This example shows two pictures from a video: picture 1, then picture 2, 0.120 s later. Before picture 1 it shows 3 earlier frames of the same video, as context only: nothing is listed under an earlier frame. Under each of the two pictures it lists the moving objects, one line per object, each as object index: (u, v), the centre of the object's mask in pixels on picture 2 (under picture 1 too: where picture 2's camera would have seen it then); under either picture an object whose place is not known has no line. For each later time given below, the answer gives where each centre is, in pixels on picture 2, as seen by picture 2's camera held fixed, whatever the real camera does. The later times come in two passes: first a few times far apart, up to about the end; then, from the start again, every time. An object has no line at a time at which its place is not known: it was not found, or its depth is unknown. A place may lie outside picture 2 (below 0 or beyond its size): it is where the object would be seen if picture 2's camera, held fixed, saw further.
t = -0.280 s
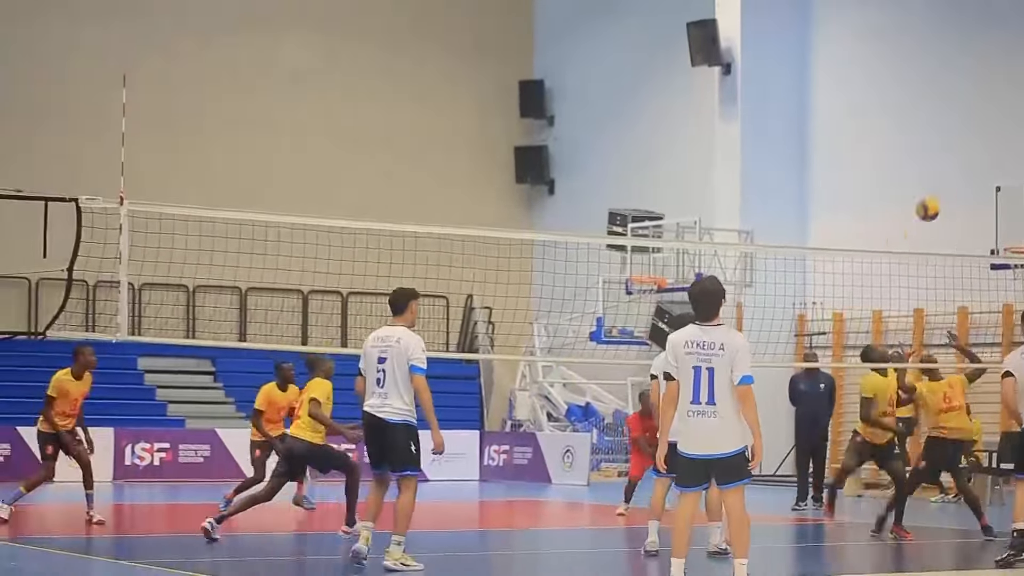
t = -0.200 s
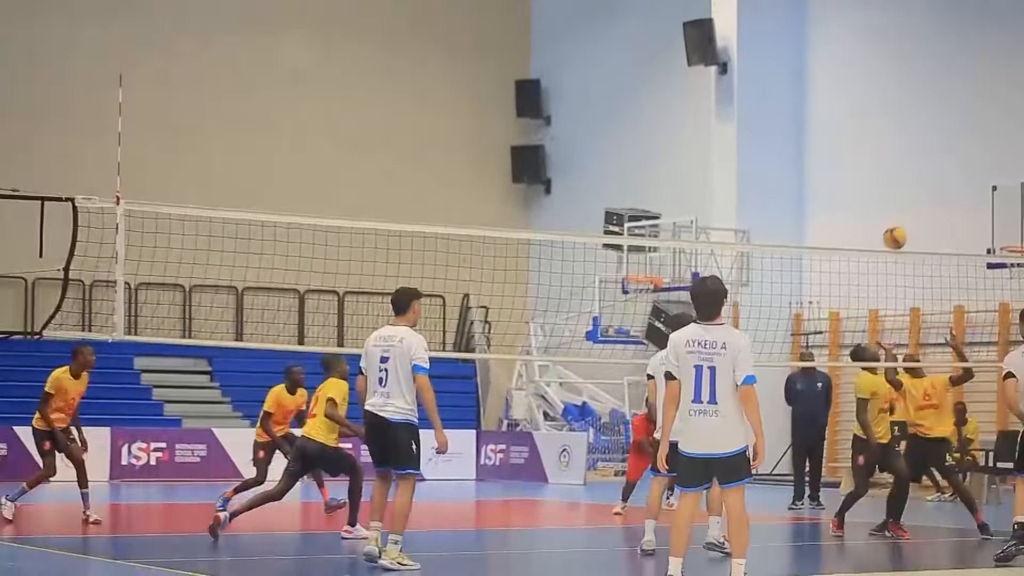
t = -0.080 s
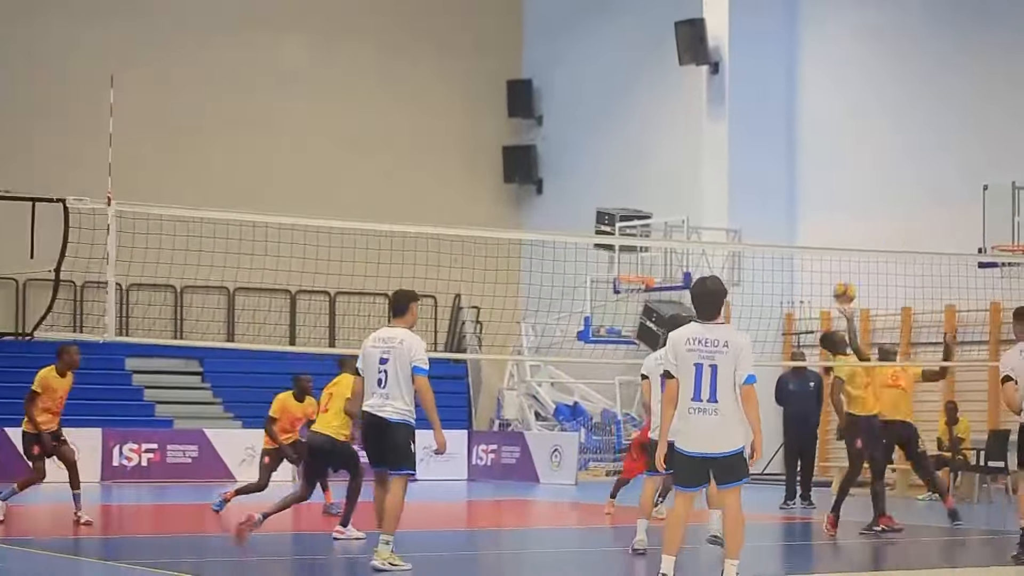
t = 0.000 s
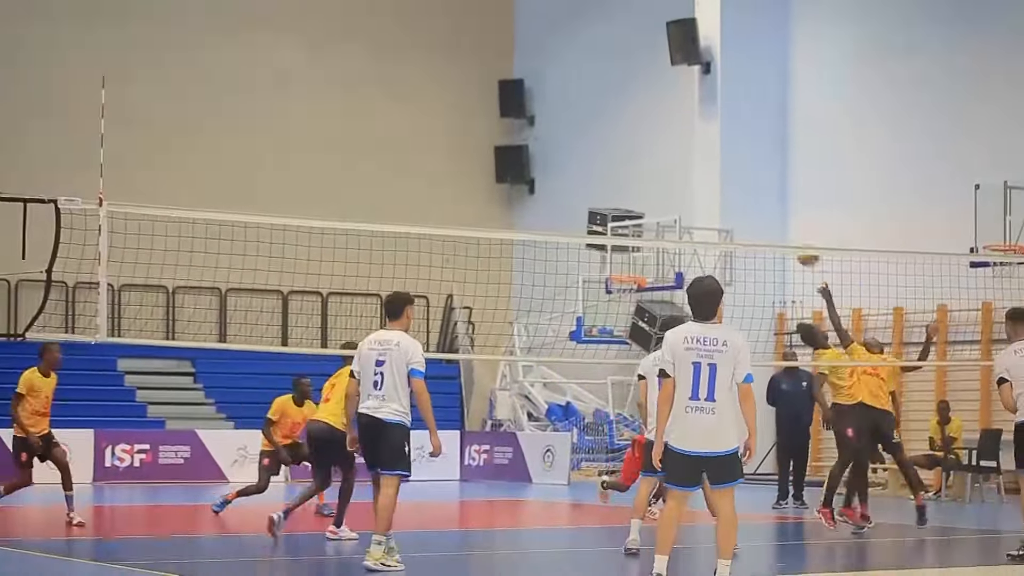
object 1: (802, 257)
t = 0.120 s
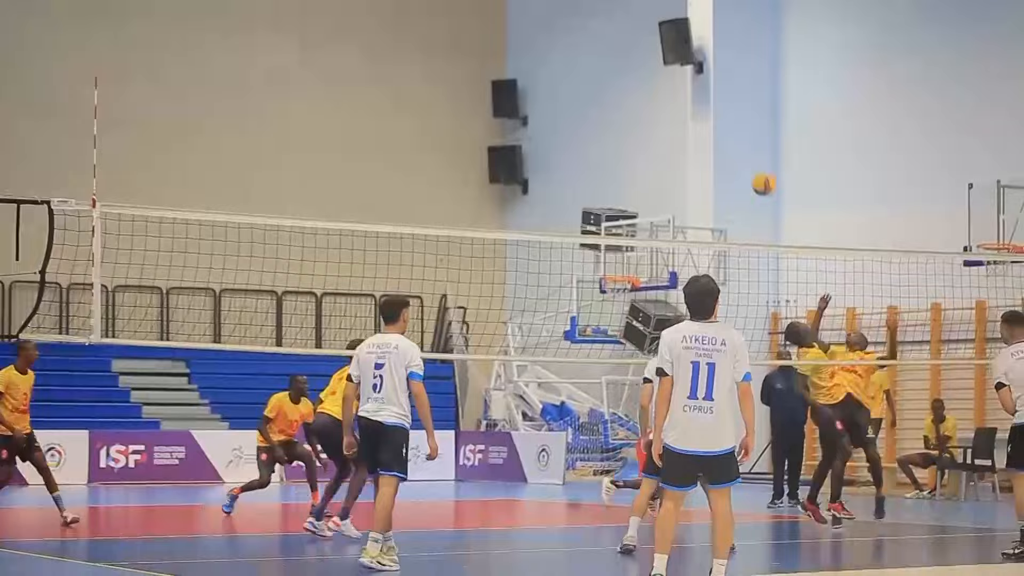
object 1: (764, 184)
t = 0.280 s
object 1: (713, 113)
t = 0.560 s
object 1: (623, 56)
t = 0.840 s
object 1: (531, 86)
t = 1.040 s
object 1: (463, 168)
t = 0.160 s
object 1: (752, 164)
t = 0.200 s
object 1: (738, 146)
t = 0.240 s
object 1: (725, 129)
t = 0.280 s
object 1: (713, 113)
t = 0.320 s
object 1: (700, 99)
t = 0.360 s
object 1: (687, 88)
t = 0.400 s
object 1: (674, 80)
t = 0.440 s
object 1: (661, 71)
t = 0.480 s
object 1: (649, 66)
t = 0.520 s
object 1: (636, 60)
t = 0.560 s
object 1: (623, 56)
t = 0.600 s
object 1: (610, 56)
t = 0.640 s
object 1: (597, 56)
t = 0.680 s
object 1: (584, 58)
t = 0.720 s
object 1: (572, 62)
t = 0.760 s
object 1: (558, 69)
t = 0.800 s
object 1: (544, 77)
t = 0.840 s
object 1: (531, 86)
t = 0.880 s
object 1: (518, 99)
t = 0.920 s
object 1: (505, 113)
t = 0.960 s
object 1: (491, 129)
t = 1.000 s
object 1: (477, 147)
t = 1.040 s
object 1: (463, 168)
